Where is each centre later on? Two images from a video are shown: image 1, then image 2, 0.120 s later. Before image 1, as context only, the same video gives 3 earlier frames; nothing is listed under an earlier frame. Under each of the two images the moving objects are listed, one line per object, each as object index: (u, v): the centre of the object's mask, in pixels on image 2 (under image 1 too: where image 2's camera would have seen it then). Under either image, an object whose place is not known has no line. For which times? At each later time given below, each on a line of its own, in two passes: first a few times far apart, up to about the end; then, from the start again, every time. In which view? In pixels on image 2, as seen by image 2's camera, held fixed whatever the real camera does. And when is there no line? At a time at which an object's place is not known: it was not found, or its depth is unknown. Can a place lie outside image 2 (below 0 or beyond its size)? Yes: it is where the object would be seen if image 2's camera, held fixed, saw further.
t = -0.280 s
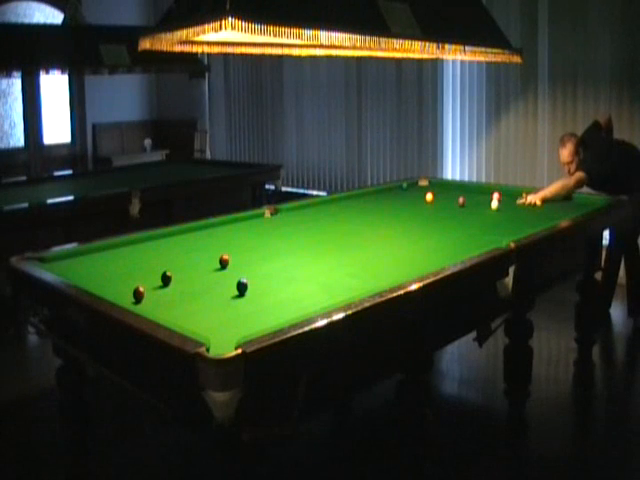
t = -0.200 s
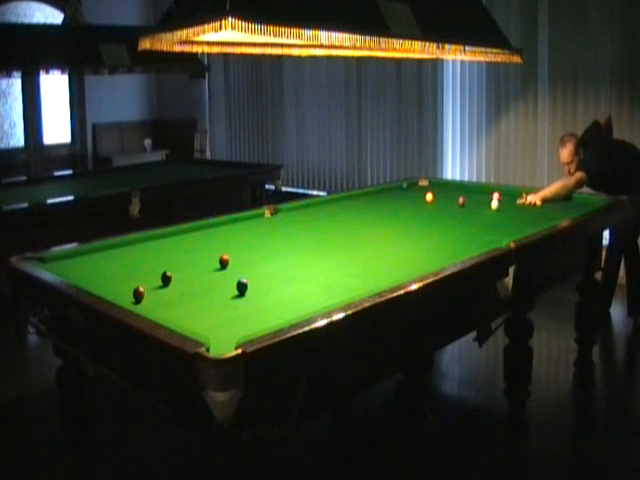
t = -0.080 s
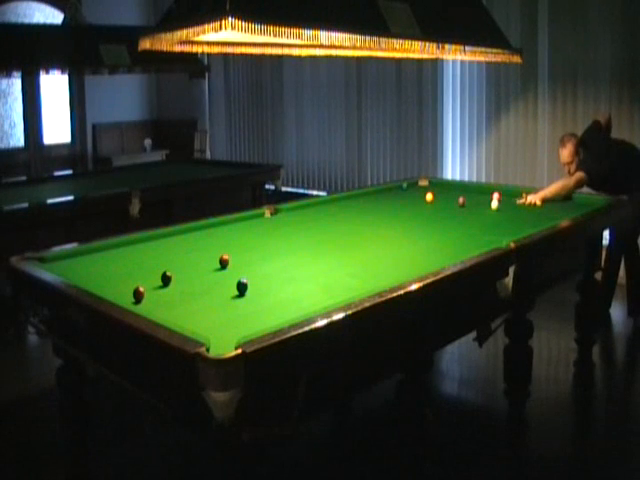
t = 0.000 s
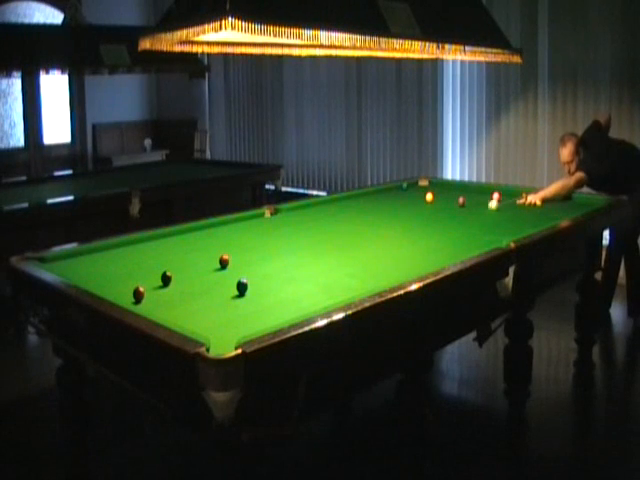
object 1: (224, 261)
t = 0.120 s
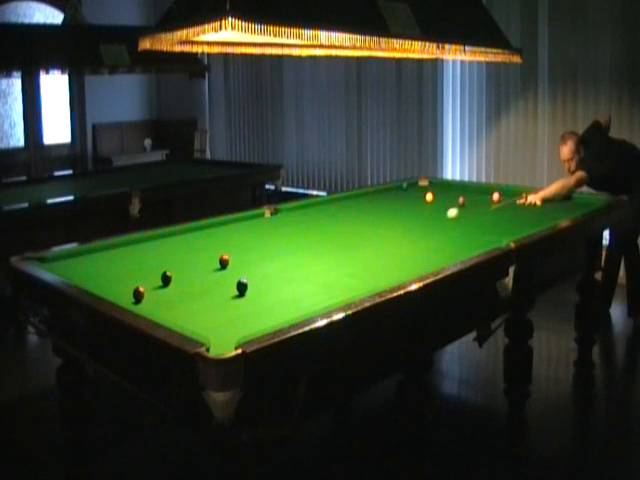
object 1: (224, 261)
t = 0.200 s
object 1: (224, 261)
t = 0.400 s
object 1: (224, 261)
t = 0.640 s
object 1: (224, 261)
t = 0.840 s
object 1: (199, 261)
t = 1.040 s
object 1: (165, 261)
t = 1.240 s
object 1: (133, 261)
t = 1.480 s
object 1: (97, 260)
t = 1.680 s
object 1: (70, 260)
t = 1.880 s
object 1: (43, 259)
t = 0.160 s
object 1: (224, 261)
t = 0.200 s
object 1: (224, 261)
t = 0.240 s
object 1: (224, 261)
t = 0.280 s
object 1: (224, 261)
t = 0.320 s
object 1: (224, 261)
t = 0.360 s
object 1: (224, 261)
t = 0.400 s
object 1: (224, 261)
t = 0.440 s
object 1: (224, 261)
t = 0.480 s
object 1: (224, 261)
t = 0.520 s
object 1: (224, 261)
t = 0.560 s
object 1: (224, 261)
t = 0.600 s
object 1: (224, 261)
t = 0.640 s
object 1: (224, 261)
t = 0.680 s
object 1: (224, 261)
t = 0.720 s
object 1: (223, 261)
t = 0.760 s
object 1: (217, 261)
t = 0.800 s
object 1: (208, 261)
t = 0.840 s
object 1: (199, 261)
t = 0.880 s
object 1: (192, 261)
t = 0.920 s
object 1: (185, 261)
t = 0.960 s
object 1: (178, 261)
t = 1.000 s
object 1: (172, 261)
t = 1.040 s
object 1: (165, 261)
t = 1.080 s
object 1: (158, 261)
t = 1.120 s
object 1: (152, 261)
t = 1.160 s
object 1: (146, 261)
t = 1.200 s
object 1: (139, 261)
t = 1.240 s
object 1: (133, 261)
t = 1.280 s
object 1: (127, 261)
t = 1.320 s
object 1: (121, 261)
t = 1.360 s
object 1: (115, 261)
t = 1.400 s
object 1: (109, 260)
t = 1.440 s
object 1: (103, 261)
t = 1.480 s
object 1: (97, 260)
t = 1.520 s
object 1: (91, 261)
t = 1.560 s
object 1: (86, 260)
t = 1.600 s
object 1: (81, 260)
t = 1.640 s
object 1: (75, 260)
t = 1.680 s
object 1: (70, 260)
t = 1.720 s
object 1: (64, 260)
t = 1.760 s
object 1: (59, 260)
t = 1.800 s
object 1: (54, 260)
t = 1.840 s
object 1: (50, 259)
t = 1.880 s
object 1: (43, 259)
